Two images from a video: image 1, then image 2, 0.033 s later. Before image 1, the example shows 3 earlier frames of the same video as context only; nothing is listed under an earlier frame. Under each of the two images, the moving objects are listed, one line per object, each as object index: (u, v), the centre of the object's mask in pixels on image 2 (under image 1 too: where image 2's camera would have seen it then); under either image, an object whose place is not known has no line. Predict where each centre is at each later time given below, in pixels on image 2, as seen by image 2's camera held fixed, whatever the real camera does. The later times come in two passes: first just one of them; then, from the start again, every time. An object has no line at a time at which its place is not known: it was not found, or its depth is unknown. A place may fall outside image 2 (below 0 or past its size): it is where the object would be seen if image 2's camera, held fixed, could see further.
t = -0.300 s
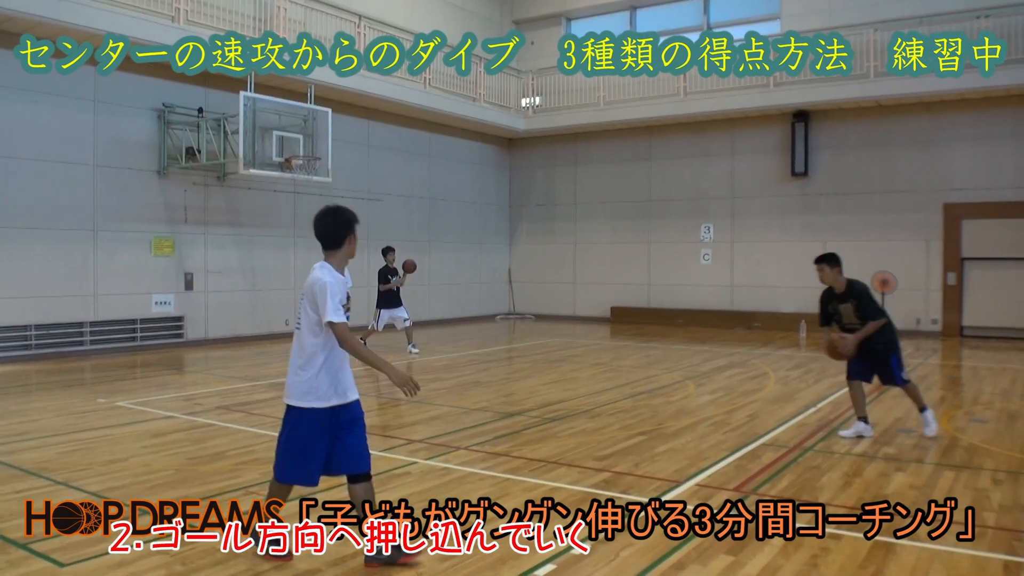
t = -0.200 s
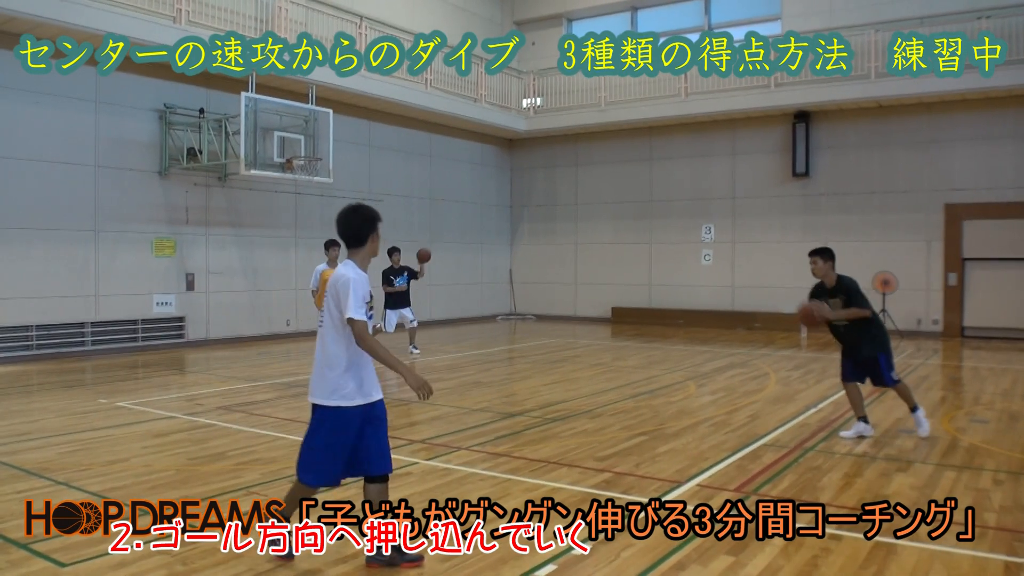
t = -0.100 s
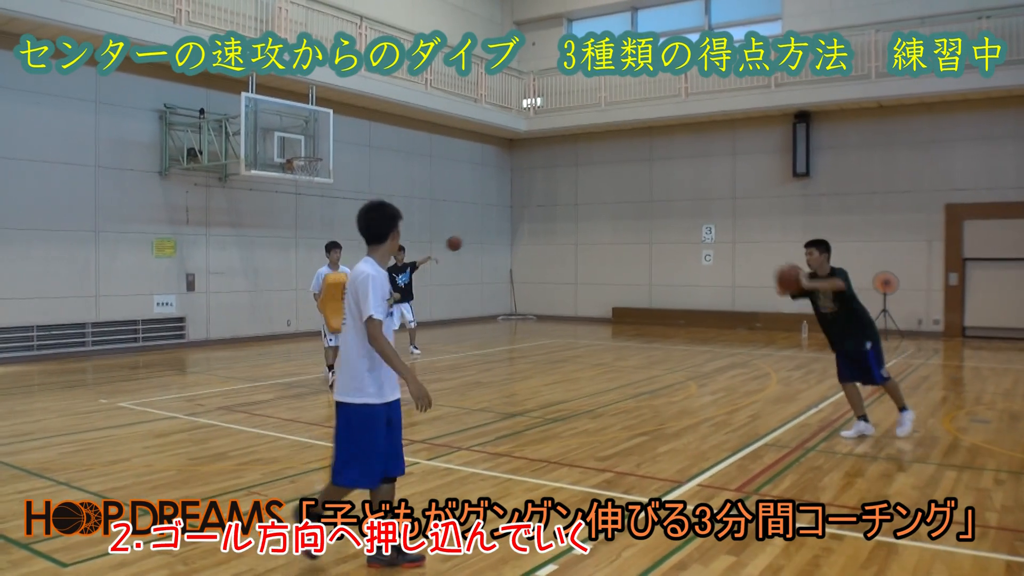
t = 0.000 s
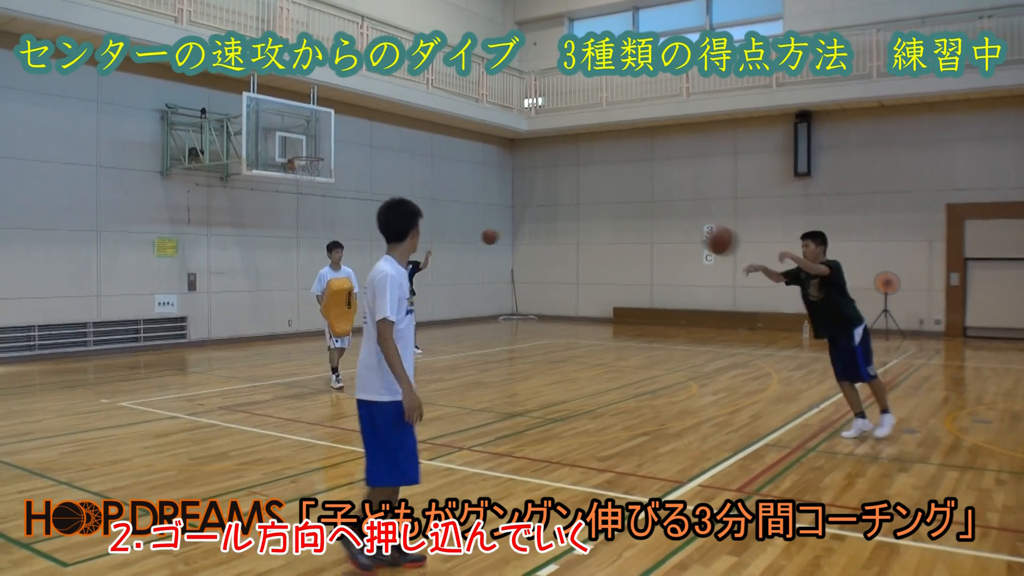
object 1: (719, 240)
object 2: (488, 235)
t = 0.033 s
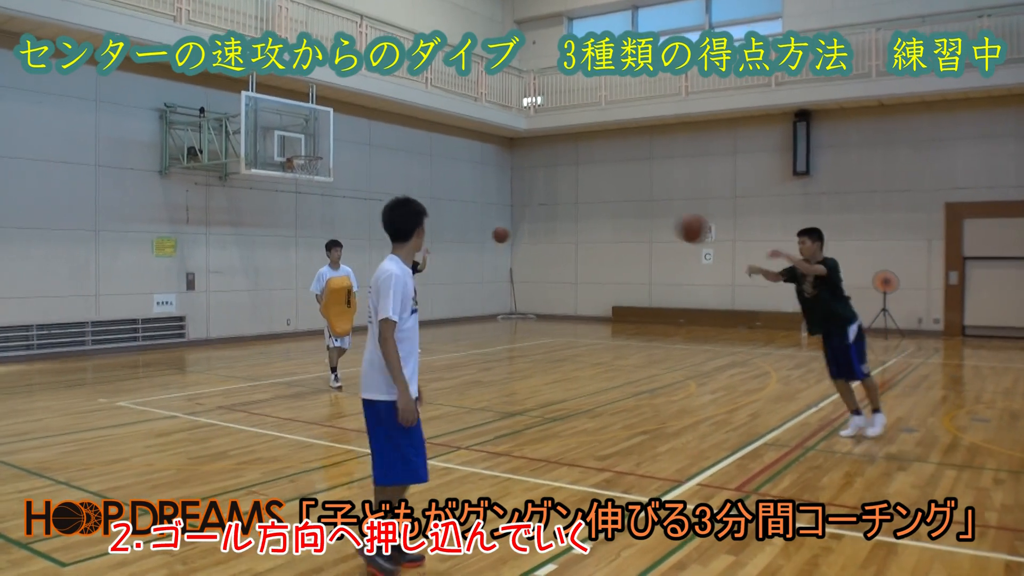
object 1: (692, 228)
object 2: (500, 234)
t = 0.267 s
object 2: (595, 252)
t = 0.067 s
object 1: (665, 218)
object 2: (513, 234)
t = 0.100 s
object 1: (637, 209)
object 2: (526, 235)
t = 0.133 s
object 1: (609, 202)
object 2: (538, 236)
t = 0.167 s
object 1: (582, 196)
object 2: (552, 239)
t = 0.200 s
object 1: (554, 191)
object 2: (566, 243)
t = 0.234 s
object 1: (526, 187)
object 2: (580, 247)
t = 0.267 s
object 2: (595, 252)
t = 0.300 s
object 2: (609, 257)
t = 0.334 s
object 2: (625, 265)
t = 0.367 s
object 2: (640, 272)
